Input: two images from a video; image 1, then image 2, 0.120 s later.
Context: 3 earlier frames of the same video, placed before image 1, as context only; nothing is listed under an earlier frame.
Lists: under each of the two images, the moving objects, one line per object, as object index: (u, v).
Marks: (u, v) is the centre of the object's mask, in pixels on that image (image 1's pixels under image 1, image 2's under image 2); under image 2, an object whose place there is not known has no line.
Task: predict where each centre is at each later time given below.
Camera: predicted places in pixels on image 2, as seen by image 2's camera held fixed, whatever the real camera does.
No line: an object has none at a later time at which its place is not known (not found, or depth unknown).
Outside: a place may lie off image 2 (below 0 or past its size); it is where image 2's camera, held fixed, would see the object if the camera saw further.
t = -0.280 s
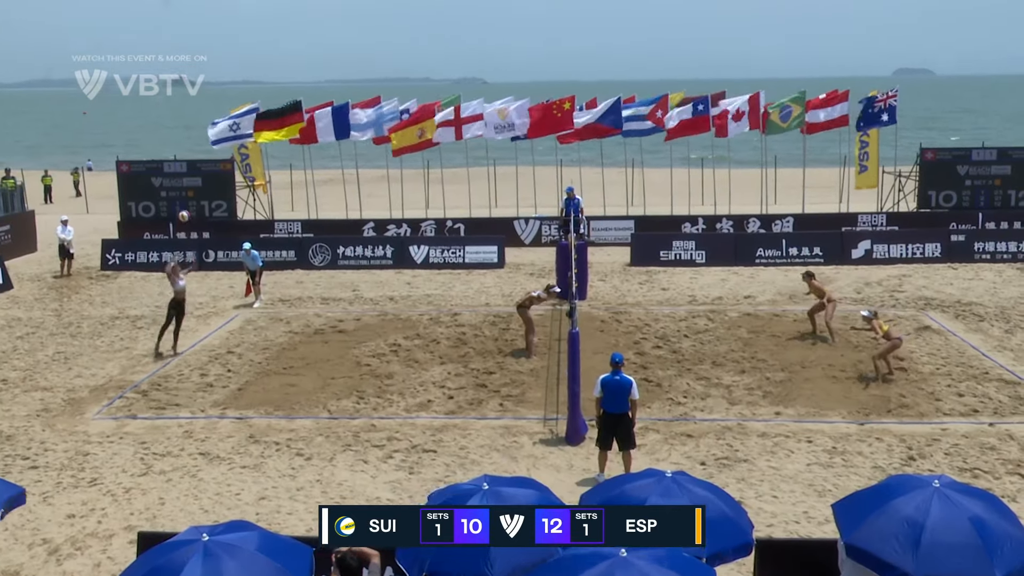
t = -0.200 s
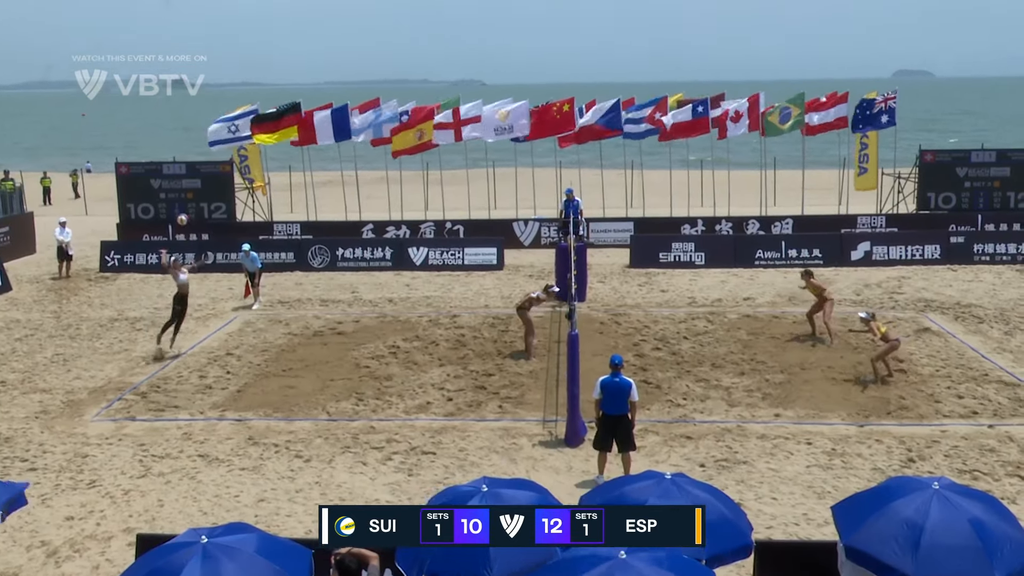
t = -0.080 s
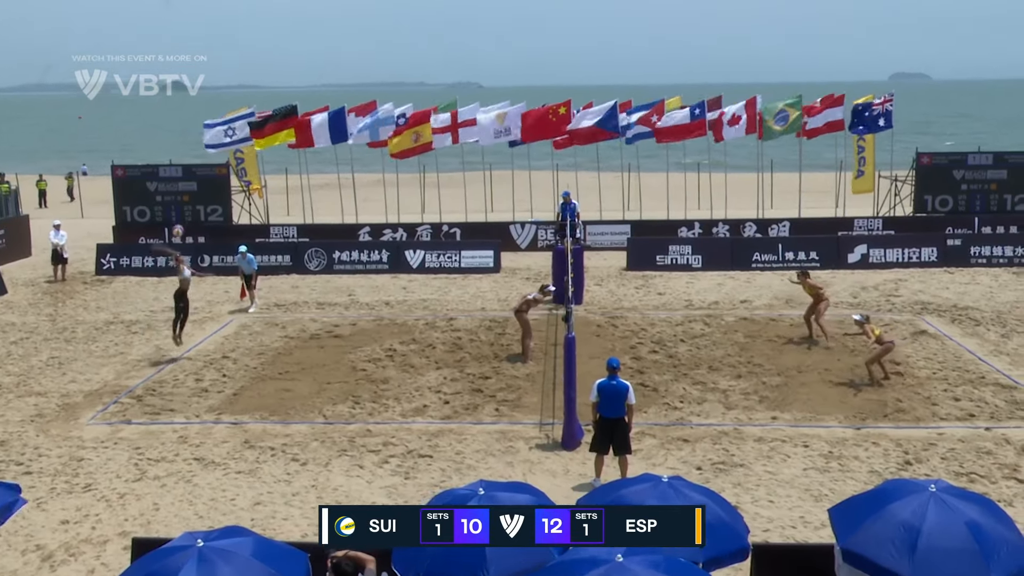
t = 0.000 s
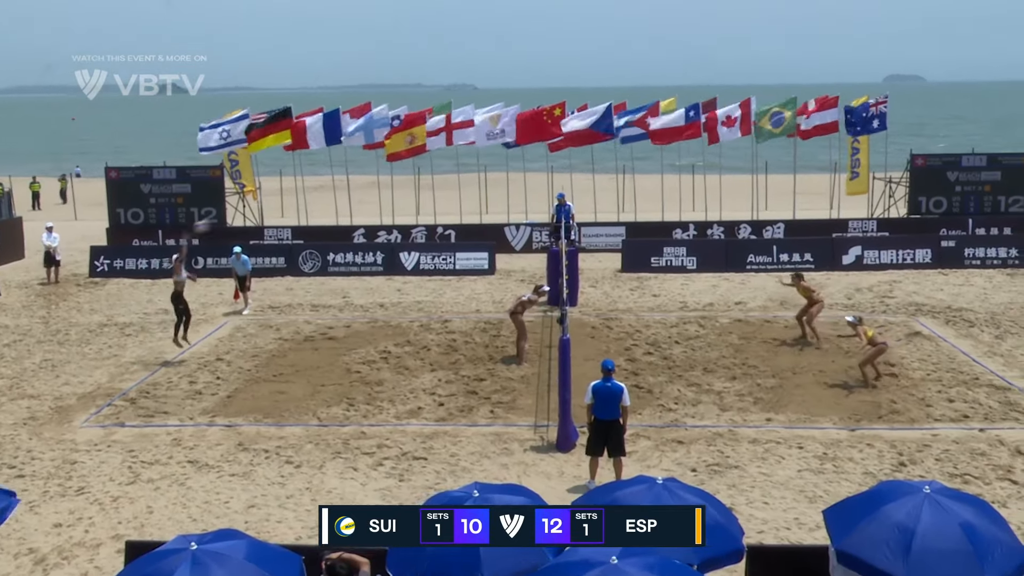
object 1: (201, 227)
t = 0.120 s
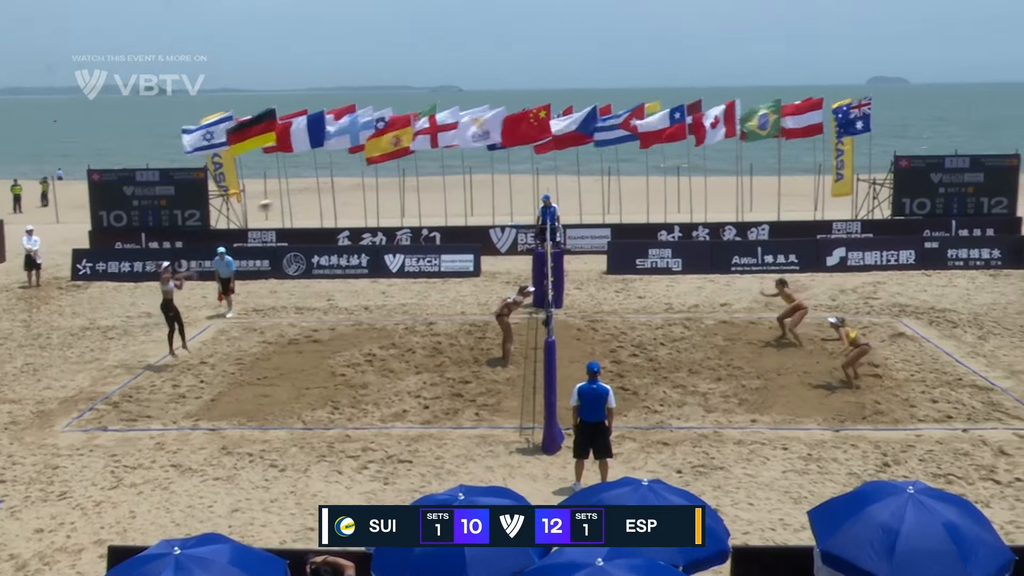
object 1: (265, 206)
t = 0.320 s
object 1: (384, 183)
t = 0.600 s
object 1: (538, 188)
